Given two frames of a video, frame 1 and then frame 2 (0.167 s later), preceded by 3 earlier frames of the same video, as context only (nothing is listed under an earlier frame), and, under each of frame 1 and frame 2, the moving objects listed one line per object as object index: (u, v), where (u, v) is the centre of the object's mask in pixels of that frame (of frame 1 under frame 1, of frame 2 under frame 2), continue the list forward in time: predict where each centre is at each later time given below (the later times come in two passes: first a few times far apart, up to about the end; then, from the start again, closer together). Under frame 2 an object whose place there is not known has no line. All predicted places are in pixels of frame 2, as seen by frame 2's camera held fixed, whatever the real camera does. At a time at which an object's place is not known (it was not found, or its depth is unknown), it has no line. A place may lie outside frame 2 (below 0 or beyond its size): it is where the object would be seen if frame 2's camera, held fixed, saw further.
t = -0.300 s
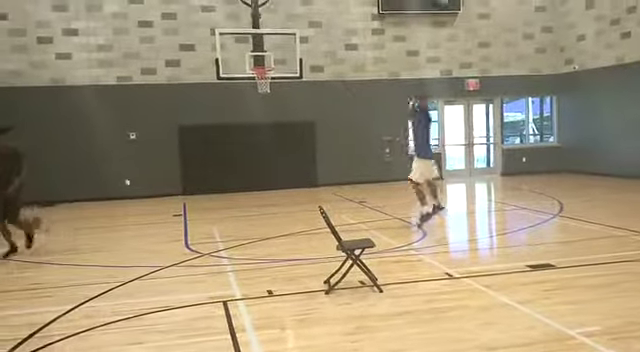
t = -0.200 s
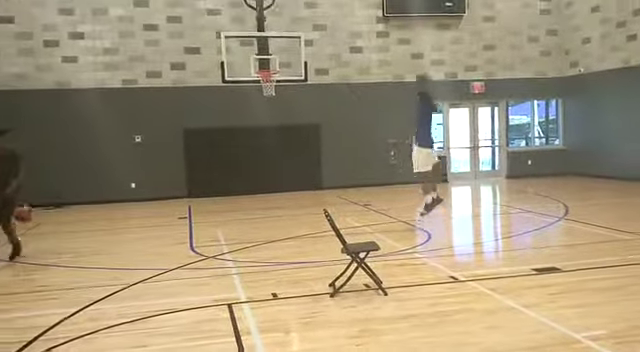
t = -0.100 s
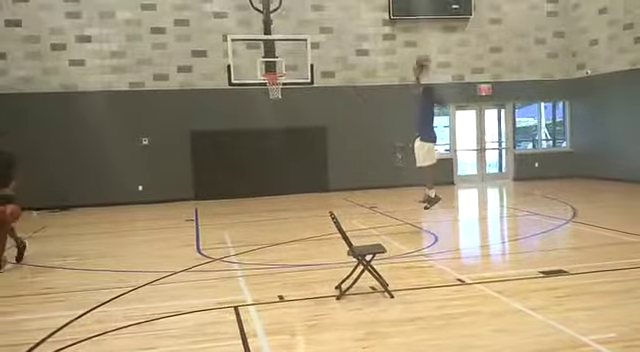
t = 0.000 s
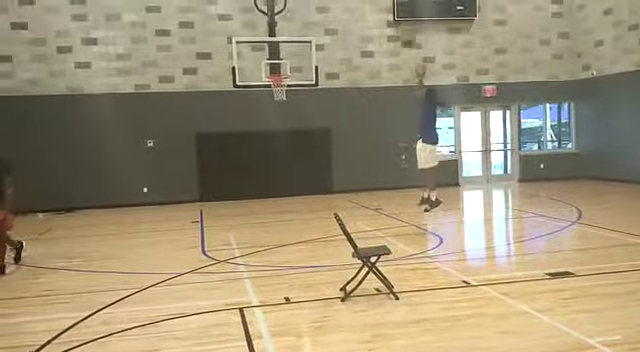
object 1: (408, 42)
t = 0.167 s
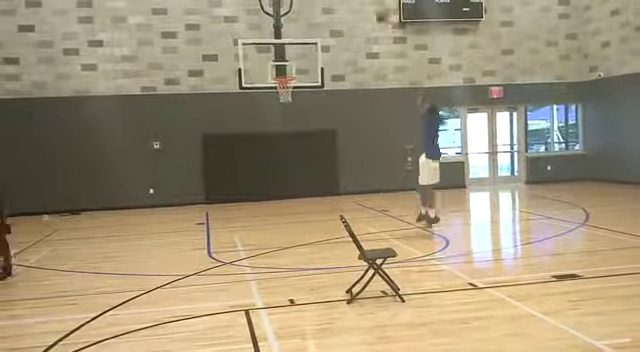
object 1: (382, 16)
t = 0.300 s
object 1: (359, 7)
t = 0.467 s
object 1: (334, 9)
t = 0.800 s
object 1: (294, 51)
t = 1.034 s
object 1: (277, 91)
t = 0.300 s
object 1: (359, 7)
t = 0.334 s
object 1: (355, 6)
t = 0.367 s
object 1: (349, 6)
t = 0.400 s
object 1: (344, 6)
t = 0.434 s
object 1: (339, 7)
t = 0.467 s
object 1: (334, 9)
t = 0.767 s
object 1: (298, 46)
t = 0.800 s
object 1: (294, 51)
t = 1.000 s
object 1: (276, 89)
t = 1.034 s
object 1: (277, 91)
